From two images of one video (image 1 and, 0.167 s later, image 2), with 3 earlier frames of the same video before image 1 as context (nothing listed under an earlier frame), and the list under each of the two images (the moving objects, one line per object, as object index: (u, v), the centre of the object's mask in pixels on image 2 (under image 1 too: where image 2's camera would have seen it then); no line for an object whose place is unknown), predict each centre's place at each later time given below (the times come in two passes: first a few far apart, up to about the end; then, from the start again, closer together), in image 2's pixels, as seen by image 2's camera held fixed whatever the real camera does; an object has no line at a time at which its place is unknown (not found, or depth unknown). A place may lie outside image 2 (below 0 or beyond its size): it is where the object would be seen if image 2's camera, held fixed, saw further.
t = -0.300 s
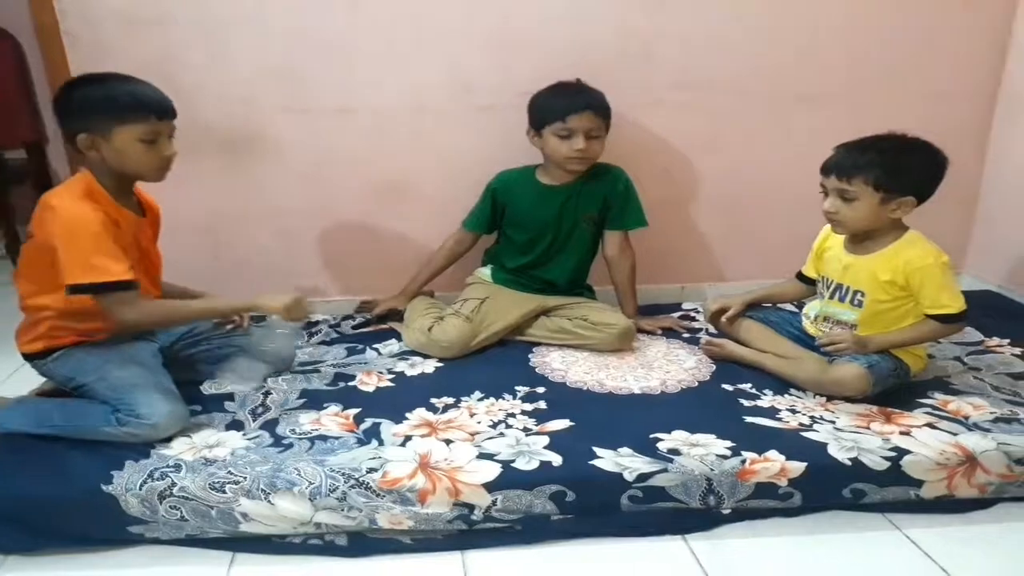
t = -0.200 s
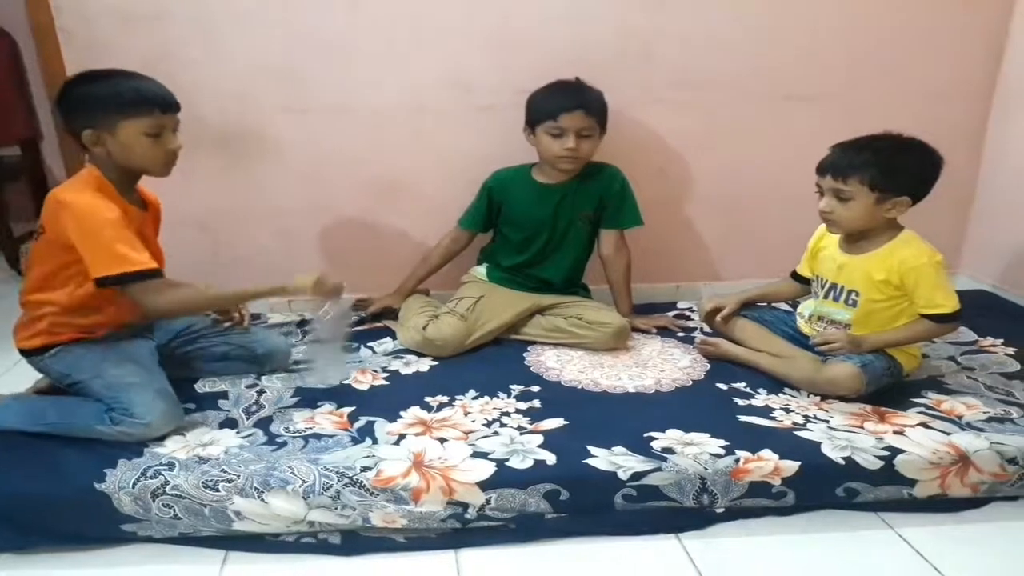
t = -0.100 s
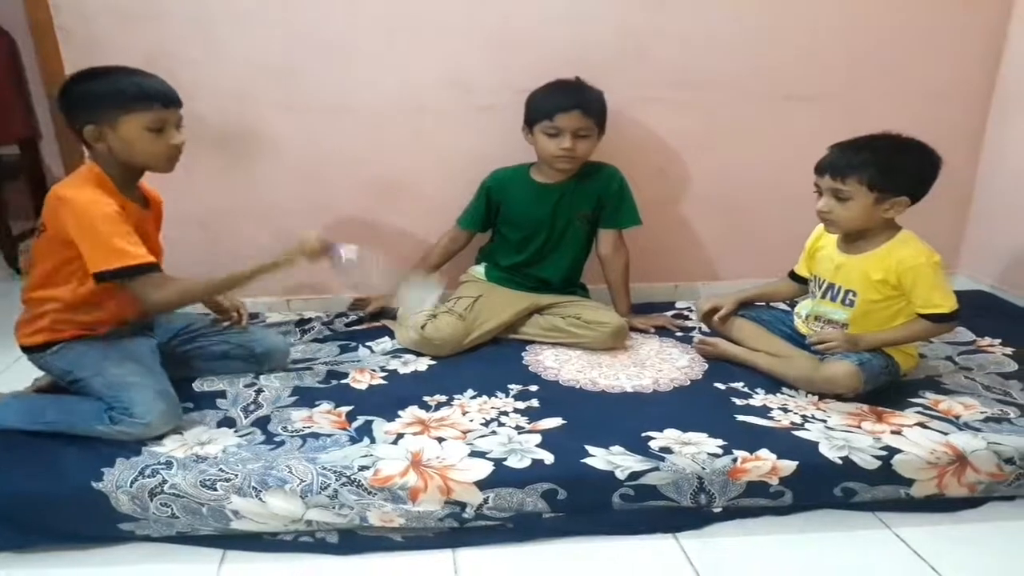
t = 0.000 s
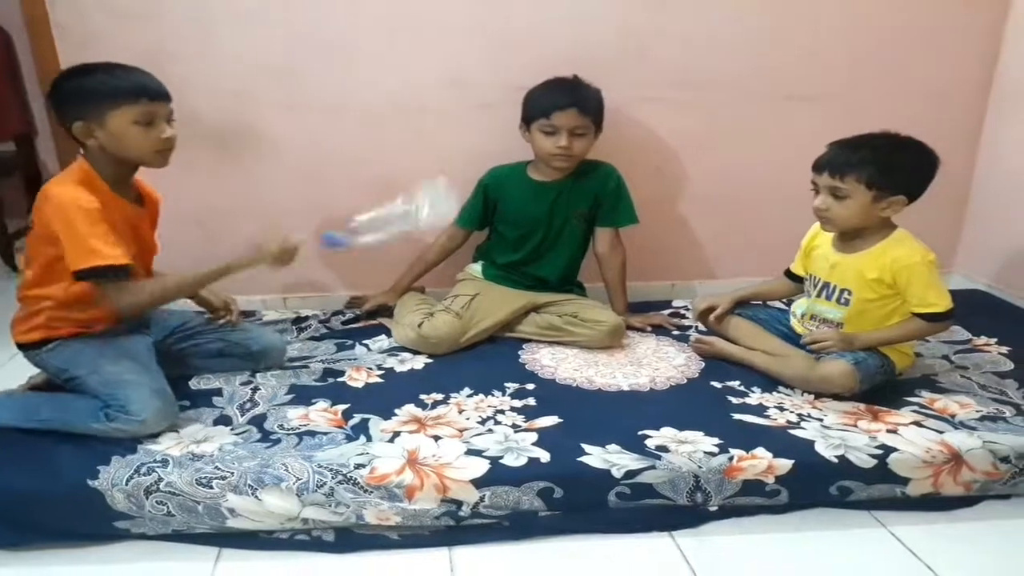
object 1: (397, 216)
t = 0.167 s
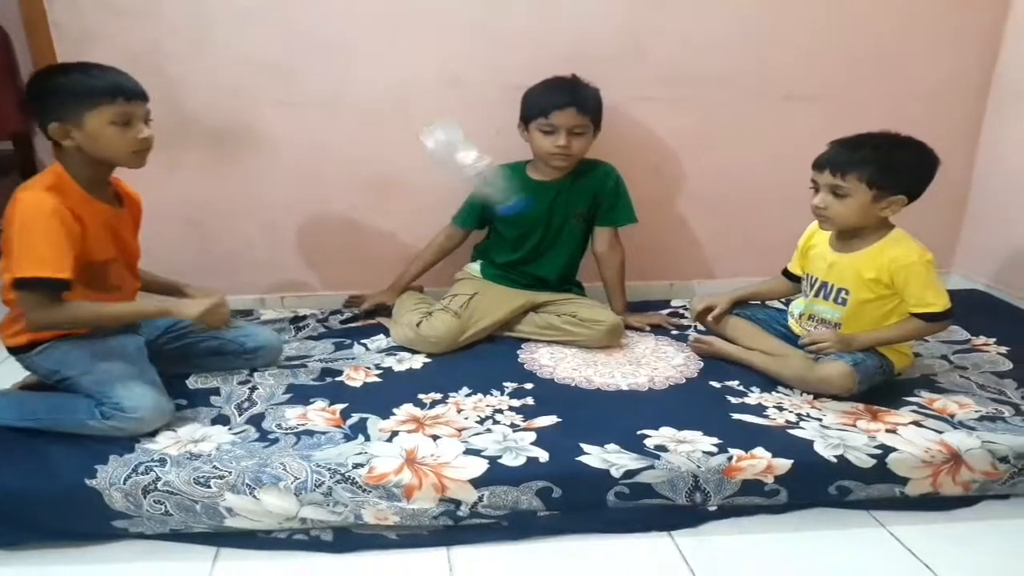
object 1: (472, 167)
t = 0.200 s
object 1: (483, 164)
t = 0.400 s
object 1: (507, 264)
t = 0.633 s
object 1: (516, 349)
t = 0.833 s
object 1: (514, 347)
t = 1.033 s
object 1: (515, 348)
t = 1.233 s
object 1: (513, 348)
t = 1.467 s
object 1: (512, 348)
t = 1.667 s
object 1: (513, 348)
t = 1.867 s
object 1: (514, 348)
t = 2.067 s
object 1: (513, 348)
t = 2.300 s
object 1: (513, 348)
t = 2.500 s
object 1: (513, 348)
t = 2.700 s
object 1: (513, 348)
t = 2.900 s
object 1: (513, 347)
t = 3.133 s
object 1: (513, 348)
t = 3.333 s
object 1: (513, 348)
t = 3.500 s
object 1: (513, 348)
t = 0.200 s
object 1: (483, 164)
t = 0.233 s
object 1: (489, 163)
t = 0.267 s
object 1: (495, 172)
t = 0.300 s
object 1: (499, 188)
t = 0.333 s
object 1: (502, 207)
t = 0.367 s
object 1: (505, 232)
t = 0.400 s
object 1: (507, 264)
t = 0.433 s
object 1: (509, 304)
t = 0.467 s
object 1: (512, 344)
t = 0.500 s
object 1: (514, 346)
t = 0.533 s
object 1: (513, 346)
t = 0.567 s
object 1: (514, 347)
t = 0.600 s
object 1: (515, 348)
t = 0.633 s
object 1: (516, 349)
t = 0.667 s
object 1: (517, 349)
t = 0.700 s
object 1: (517, 349)
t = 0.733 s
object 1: (517, 349)
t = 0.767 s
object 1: (516, 347)
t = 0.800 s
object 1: (516, 347)
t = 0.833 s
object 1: (514, 347)
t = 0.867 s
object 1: (512, 346)
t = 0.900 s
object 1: (511, 346)
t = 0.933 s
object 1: (512, 346)
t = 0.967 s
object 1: (513, 347)
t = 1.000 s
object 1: (514, 348)
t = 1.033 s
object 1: (515, 348)
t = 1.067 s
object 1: (515, 348)
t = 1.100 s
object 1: (515, 348)
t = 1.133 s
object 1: (514, 348)
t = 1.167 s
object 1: (513, 348)
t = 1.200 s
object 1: (513, 347)
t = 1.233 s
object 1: (513, 348)
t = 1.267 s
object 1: (513, 348)
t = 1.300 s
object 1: (513, 348)
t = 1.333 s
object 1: (513, 348)
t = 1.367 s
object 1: (513, 348)
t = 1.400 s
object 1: (513, 348)
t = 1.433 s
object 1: (513, 348)
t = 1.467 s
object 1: (512, 348)
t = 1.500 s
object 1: (512, 348)
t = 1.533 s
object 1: (513, 348)
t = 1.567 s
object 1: (514, 348)
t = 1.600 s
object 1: (513, 348)
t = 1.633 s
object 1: (513, 348)
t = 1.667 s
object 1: (513, 348)
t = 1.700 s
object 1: (513, 348)
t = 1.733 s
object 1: (513, 348)
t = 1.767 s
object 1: (513, 348)
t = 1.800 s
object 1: (513, 348)
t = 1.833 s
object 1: (513, 348)
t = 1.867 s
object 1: (514, 348)
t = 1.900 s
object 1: (514, 348)
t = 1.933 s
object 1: (513, 348)
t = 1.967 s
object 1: (513, 348)
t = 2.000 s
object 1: (512, 348)
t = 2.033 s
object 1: (513, 348)
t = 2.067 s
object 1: (513, 348)
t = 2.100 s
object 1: (513, 348)
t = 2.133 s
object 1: (513, 348)
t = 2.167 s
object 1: (513, 348)
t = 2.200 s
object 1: (513, 348)
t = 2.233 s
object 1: (513, 348)
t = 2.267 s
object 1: (513, 347)
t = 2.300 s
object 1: (513, 348)
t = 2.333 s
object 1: (513, 348)
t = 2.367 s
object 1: (513, 348)
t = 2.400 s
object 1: (513, 348)
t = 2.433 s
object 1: (513, 348)
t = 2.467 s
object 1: (513, 348)
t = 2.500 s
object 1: (513, 348)
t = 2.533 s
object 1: (513, 348)
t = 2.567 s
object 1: (513, 348)
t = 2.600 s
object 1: (513, 348)
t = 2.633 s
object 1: (513, 348)
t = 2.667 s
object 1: (513, 348)
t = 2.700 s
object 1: (513, 348)
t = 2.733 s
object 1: (513, 348)
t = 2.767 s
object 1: (513, 348)
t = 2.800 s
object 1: (513, 348)
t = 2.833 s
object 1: (513, 348)
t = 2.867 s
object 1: (513, 348)
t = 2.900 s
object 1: (513, 347)
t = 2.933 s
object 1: (513, 347)
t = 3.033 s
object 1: (513, 348)
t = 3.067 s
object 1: (513, 348)
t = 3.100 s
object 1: (513, 347)
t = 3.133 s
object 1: (513, 348)
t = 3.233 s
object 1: (513, 348)
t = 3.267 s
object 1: (513, 348)
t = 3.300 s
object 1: (513, 348)
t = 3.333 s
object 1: (513, 348)
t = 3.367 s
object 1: (513, 348)
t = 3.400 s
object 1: (513, 348)
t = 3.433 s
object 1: (513, 348)
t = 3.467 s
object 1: (513, 348)
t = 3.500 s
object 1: (513, 348)
